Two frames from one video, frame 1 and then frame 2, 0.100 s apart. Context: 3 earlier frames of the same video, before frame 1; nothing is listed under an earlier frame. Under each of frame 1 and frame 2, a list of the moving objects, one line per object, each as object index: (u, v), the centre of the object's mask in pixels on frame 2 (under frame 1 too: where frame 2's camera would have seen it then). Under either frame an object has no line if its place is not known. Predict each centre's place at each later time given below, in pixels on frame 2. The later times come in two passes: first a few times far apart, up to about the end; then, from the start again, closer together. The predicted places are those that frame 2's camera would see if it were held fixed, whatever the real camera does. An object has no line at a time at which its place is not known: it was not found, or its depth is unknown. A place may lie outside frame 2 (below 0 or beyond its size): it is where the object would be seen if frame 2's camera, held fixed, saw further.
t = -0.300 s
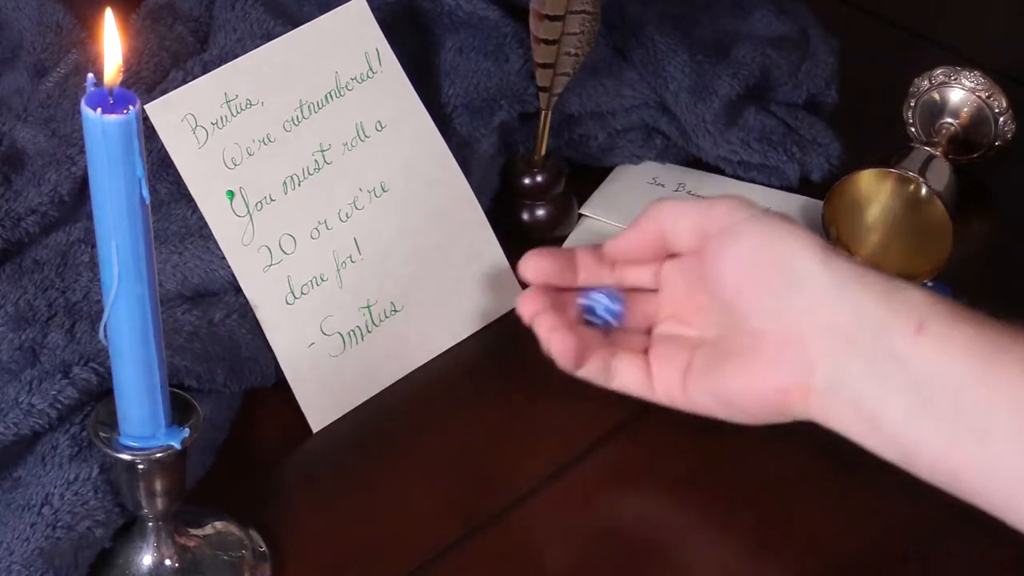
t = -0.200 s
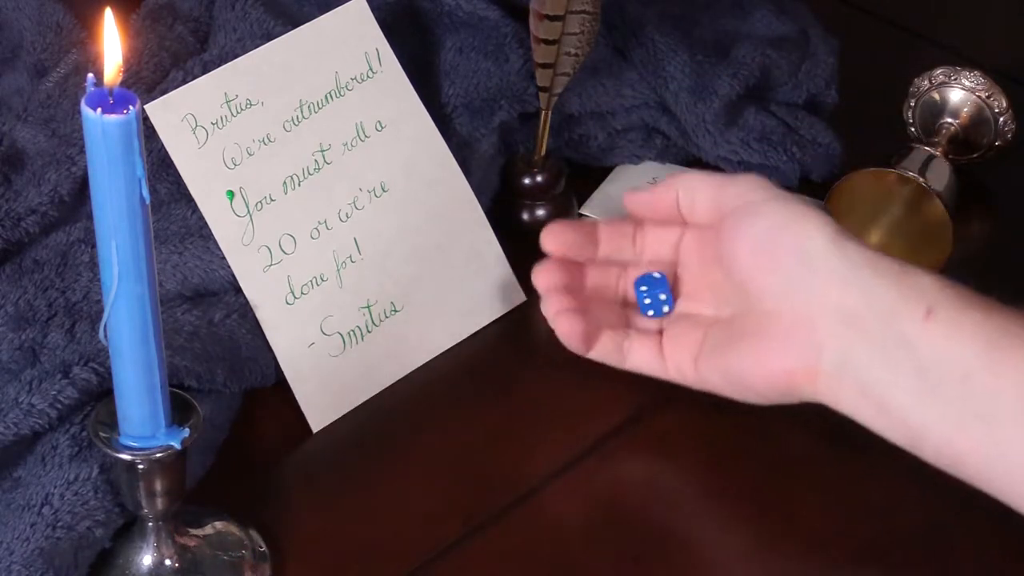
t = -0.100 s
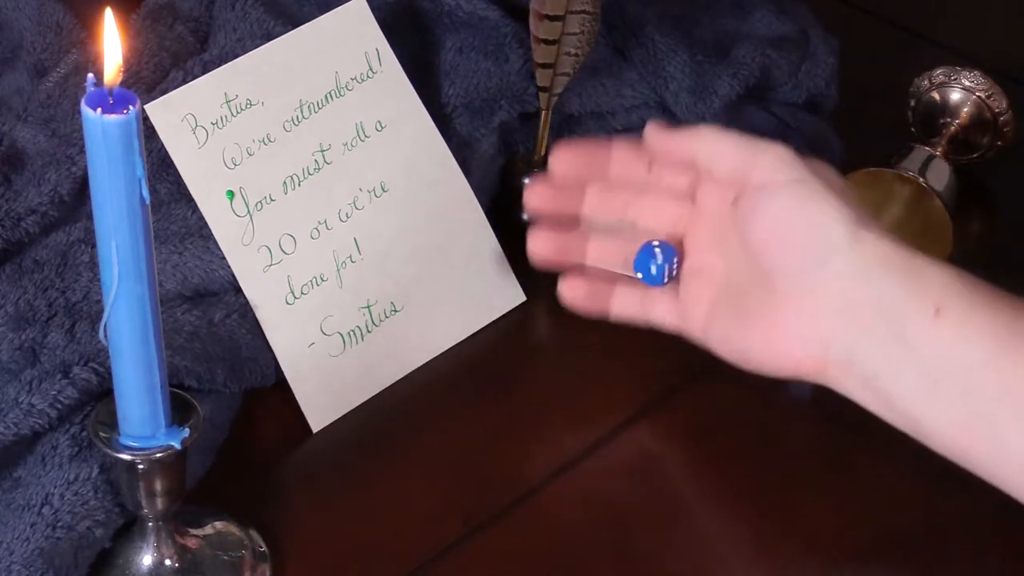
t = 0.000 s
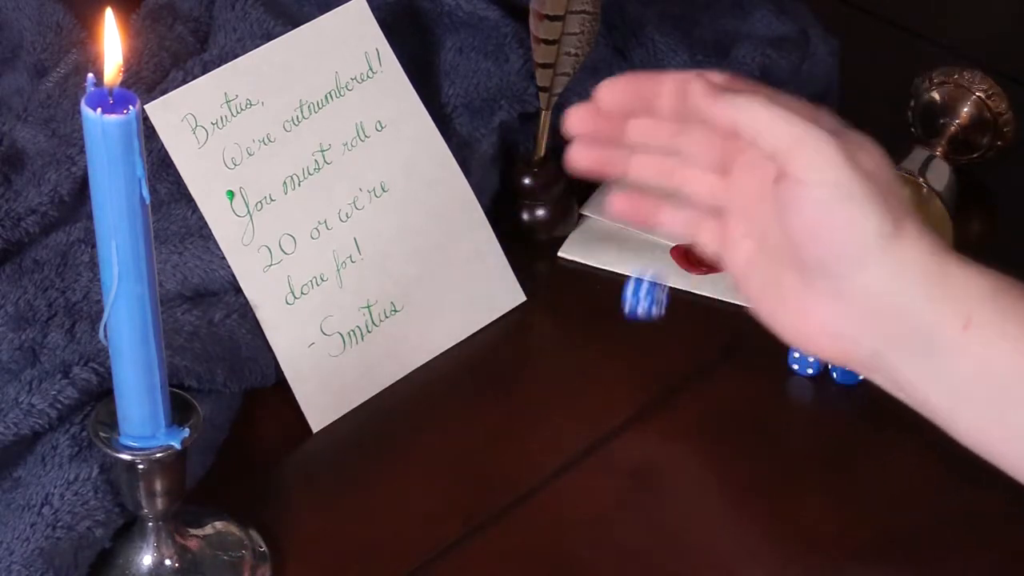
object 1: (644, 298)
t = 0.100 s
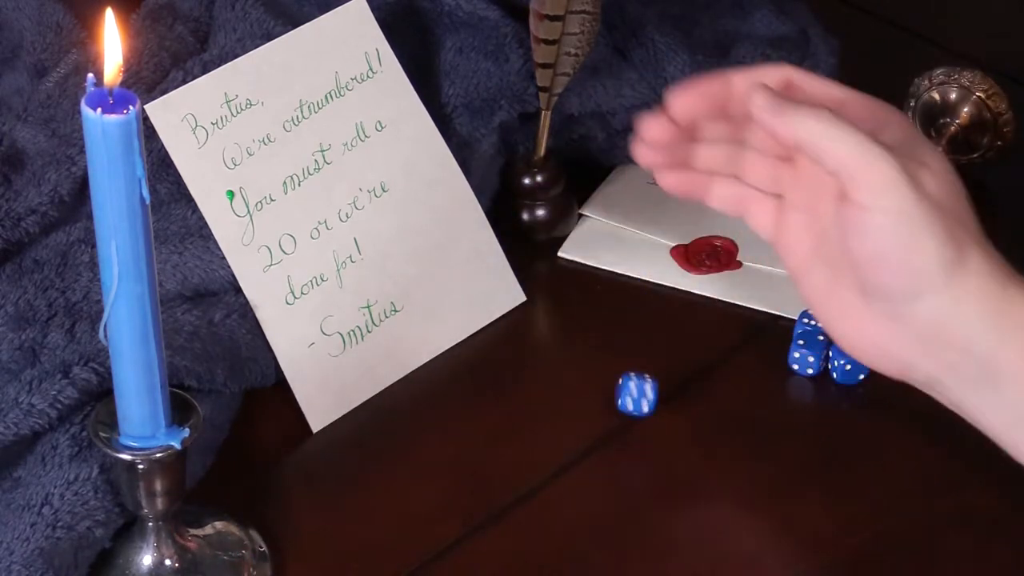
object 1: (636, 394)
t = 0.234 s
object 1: (658, 464)
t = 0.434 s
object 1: (694, 511)
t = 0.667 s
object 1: (716, 543)
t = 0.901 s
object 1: (720, 536)
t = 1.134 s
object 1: (720, 537)
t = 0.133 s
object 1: (641, 412)
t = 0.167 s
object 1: (645, 442)
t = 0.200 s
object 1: (650, 454)
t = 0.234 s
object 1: (658, 464)
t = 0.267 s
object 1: (667, 479)
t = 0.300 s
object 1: (677, 487)
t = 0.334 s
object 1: (684, 494)
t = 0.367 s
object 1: (690, 499)
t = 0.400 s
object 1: (692, 504)
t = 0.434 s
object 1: (694, 511)
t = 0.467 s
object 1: (696, 519)
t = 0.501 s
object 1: (696, 523)
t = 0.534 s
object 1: (696, 530)
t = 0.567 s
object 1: (700, 534)
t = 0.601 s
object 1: (704, 539)
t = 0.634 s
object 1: (711, 541)
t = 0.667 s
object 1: (716, 543)
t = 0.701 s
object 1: (721, 542)
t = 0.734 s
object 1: (725, 540)
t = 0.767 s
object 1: (726, 537)
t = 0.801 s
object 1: (724, 536)
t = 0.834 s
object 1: (721, 536)
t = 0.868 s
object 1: (720, 536)
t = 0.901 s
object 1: (720, 536)
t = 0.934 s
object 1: (720, 536)
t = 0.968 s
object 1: (720, 536)
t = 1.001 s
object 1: (720, 537)
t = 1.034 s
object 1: (720, 536)
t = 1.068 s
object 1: (720, 537)
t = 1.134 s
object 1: (720, 537)
